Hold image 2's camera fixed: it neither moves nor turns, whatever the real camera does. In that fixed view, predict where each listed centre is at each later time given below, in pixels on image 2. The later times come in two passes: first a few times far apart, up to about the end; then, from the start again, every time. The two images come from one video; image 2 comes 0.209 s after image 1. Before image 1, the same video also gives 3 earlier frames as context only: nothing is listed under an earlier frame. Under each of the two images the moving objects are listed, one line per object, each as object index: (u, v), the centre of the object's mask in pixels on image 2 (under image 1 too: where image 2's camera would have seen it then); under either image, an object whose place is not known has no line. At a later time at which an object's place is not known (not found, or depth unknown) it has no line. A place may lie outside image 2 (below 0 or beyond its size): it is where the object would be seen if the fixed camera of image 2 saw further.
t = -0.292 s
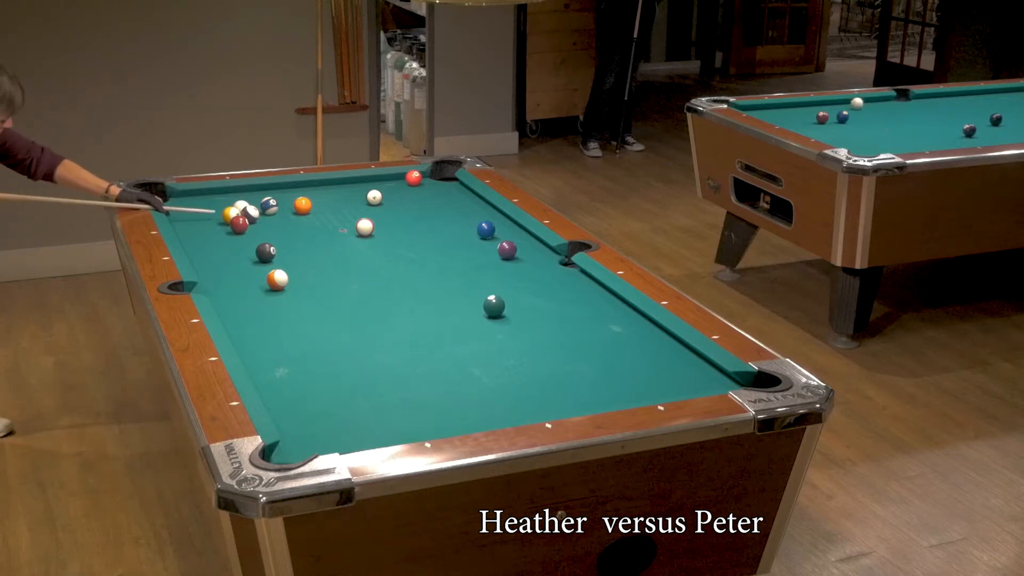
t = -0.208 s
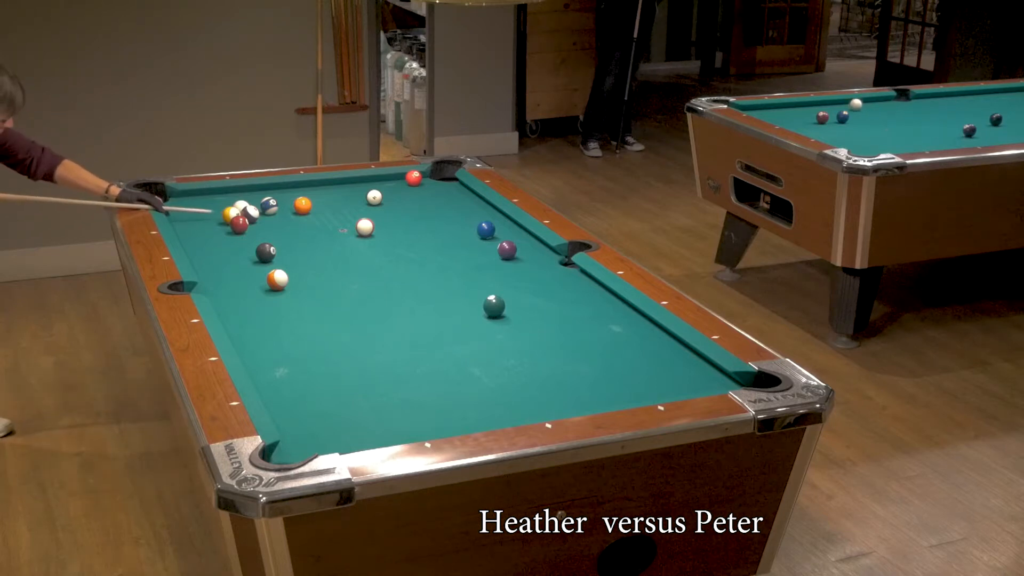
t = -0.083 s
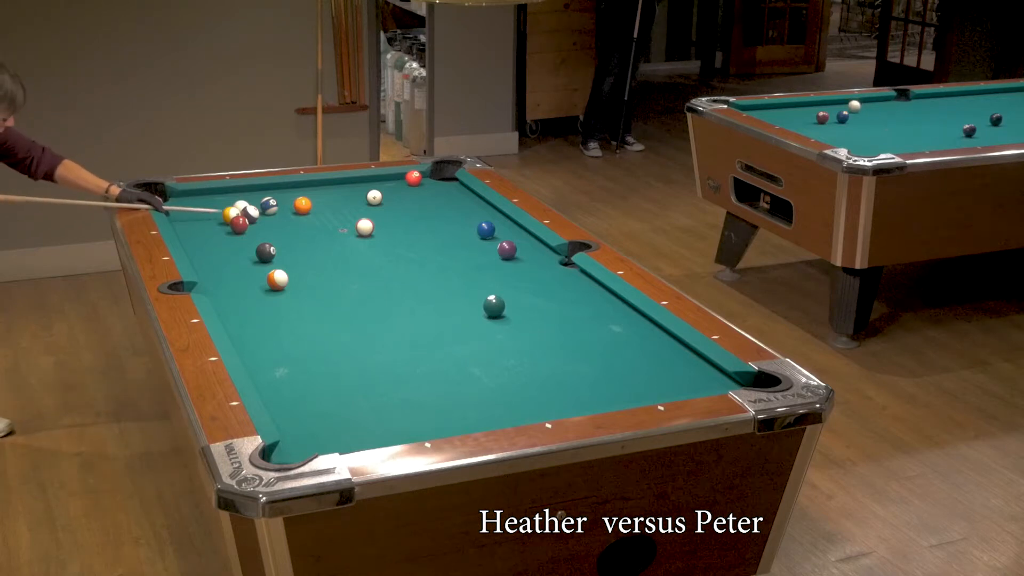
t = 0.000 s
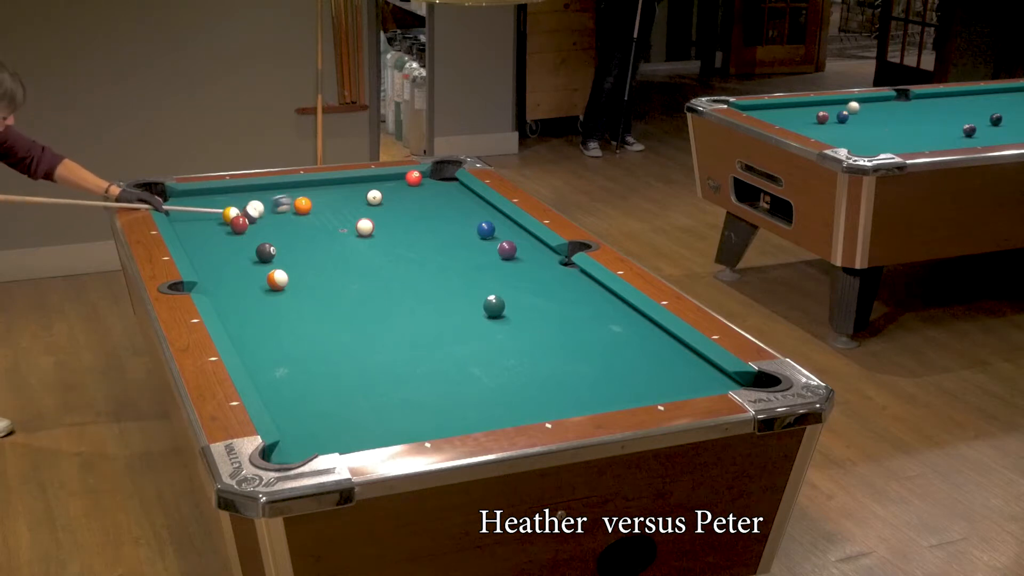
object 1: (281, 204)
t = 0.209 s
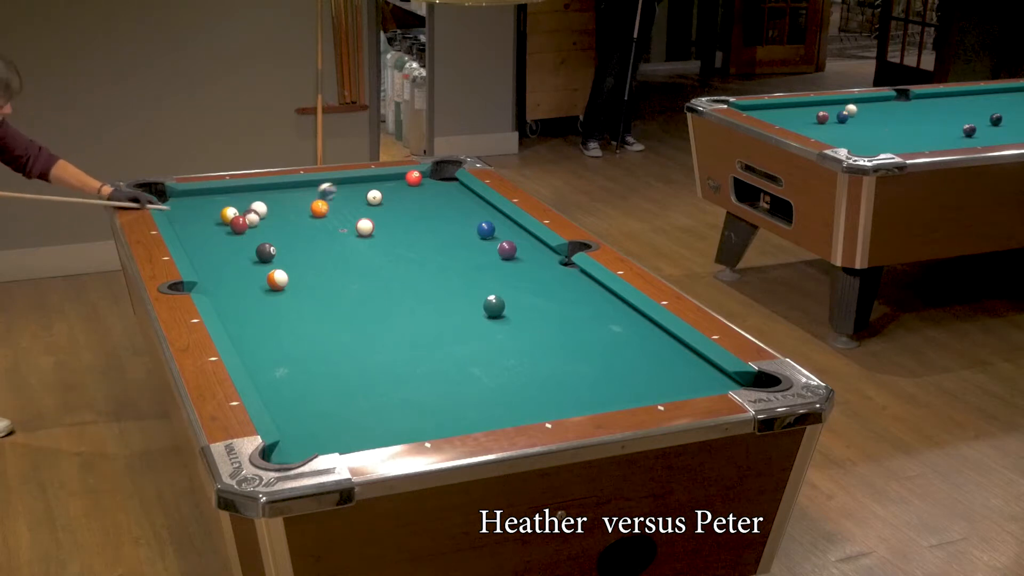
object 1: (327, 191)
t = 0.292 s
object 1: (343, 186)
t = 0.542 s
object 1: (387, 178)
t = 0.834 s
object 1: (408, 182)
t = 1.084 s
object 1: (419, 185)
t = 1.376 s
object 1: (431, 188)
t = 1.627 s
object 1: (440, 191)
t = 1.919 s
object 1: (448, 194)
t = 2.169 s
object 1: (456, 195)
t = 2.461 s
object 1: (462, 198)
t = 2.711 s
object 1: (467, 200)
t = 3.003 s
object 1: (472, 201)
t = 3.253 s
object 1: (475, 201)
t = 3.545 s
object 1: (476, 201)
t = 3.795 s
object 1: (476, 202)
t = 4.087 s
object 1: (476, 202)
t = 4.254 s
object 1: (476, 202)
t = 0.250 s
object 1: (334, 190)
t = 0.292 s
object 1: (343, 186)
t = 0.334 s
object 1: (351, 184)
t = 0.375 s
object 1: (358, 182)
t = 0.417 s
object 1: (366, 180)
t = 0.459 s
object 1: (372, 179)
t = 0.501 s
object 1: (381, 178)
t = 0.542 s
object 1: (387, 178)
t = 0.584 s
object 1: (394, 178)
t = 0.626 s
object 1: (399, 179)
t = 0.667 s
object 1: (400, 180)
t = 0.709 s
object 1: (401, 180)
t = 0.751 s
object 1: (404, 181)
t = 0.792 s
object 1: (406, 181)
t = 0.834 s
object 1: (408, 182)
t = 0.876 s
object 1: (409, 182)
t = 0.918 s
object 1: (411, 183)
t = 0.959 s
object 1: (413, 184)
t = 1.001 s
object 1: (415, 184)
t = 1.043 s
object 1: (417, 185)
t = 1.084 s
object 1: (419, 185)
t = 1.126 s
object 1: (420, 186)
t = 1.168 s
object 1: (422, 187)
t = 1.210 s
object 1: (424, 187)
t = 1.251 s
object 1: (426, 187)
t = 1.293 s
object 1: (428, 187)
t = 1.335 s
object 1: (429, 188)
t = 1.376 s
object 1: (431, 188)
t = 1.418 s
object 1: (432, 189)
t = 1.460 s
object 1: (434, 189)
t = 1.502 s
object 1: (435, 190)
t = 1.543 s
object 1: (437, 190)
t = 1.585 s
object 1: (438, 191)
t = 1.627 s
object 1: (440, 191)
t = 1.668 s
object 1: (441, 191)
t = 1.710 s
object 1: (442, 192)
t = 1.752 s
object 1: (444, 193)
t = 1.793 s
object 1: (445, 193)
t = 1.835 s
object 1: (446, 194)
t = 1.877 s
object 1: (447, 194)
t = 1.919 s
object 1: (448, 194)
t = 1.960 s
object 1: (450, 194)
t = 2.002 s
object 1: (451, 195)
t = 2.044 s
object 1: (452, 195)
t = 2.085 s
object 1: (454, 195)
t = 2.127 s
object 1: (455, 195)
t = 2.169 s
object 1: (456, 195)
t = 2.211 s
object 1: (457, 196)
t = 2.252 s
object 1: (458, 196)
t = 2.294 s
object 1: (459, 197)
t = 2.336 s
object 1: (460, 197)
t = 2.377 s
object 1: (461, 198)
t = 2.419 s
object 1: (461, 198)
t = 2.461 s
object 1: (462, 198)
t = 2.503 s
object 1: (463, 199)
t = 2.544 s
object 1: (464, 199)
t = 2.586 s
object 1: (464, 200)
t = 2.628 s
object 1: (465, 200)
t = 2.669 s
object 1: (466, 199)
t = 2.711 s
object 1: (467, 200)
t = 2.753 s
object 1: (468, 200)
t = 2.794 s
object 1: (469, 200)
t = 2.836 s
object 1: (469, 200)
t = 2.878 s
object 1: (470, 200)
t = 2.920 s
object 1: (471, 200)
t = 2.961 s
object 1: (471, 200)
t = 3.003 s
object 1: (472, 201)
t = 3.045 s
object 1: (473, 201)
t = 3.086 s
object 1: (473, 201)
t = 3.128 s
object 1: (474, 201)
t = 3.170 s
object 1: (474, 201)
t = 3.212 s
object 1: (475, 201)
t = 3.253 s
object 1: (475, 201)
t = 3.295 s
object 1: (475, 201)
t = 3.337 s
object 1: (475, 201)
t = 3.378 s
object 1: (476, 201)
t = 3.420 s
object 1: (476, 201)
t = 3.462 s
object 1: (476, 201)
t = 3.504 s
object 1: (476, 201)
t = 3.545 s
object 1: (476, 201)
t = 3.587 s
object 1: (476, 201)
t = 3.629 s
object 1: (476, 201)
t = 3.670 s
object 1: (476, 201)
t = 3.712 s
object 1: (476, 201)
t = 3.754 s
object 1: (476, 202)
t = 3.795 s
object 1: (476, 202)
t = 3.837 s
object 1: (476, 202)
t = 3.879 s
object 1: (476, 201)
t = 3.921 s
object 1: (476, 201)
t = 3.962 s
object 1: (476, 201)
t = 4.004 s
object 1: (476, 202)
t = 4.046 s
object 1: (476, 202)
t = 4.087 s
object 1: (476, 202)
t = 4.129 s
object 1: (476, 202)
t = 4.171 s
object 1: (476, 201)
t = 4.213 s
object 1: (476, 202)
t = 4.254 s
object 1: (476, 202)
